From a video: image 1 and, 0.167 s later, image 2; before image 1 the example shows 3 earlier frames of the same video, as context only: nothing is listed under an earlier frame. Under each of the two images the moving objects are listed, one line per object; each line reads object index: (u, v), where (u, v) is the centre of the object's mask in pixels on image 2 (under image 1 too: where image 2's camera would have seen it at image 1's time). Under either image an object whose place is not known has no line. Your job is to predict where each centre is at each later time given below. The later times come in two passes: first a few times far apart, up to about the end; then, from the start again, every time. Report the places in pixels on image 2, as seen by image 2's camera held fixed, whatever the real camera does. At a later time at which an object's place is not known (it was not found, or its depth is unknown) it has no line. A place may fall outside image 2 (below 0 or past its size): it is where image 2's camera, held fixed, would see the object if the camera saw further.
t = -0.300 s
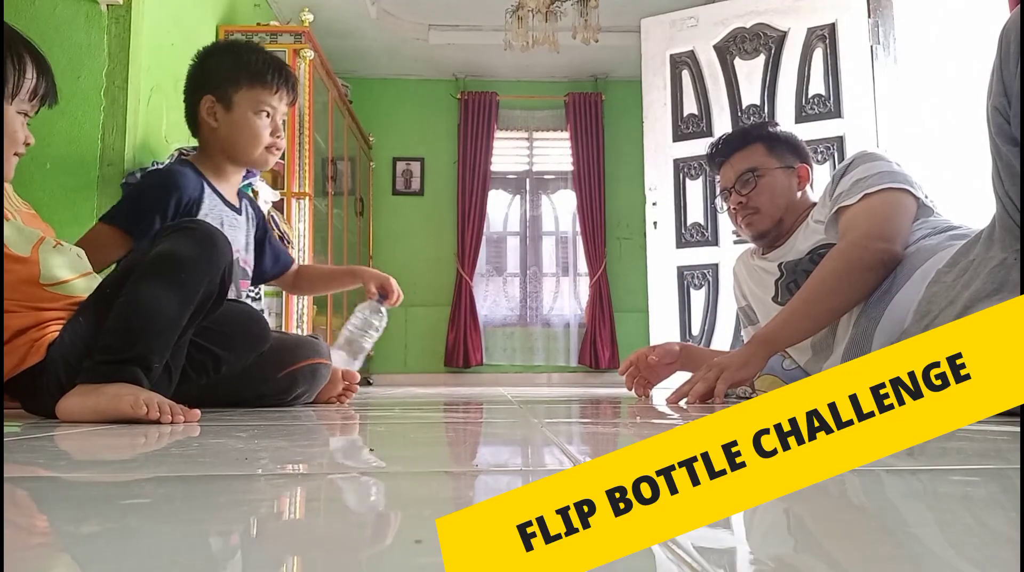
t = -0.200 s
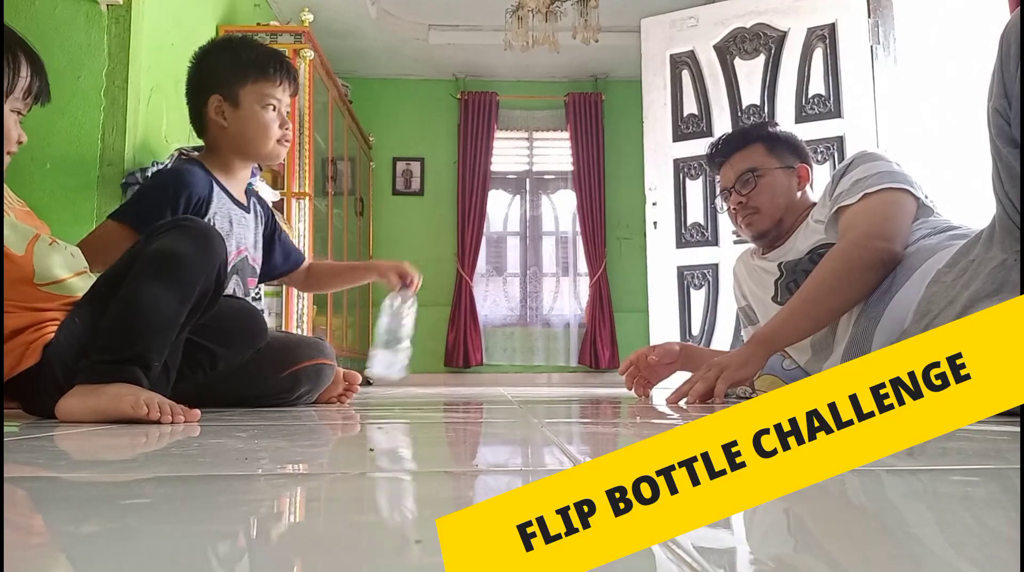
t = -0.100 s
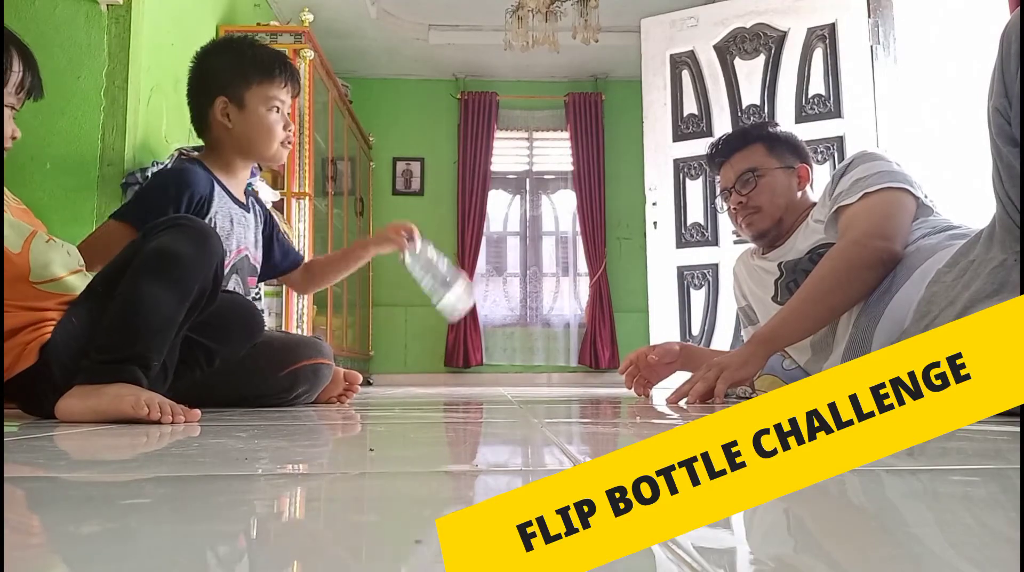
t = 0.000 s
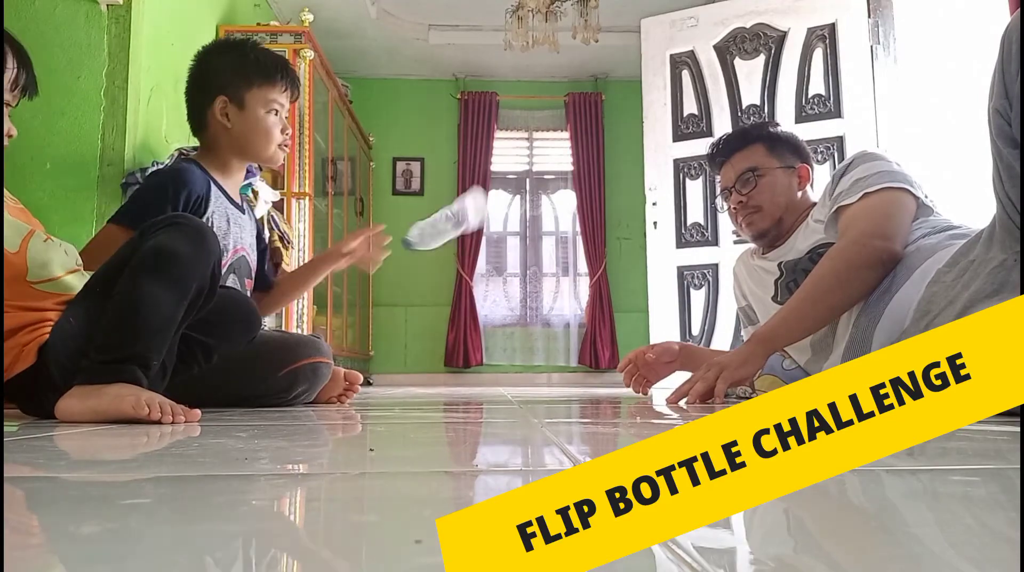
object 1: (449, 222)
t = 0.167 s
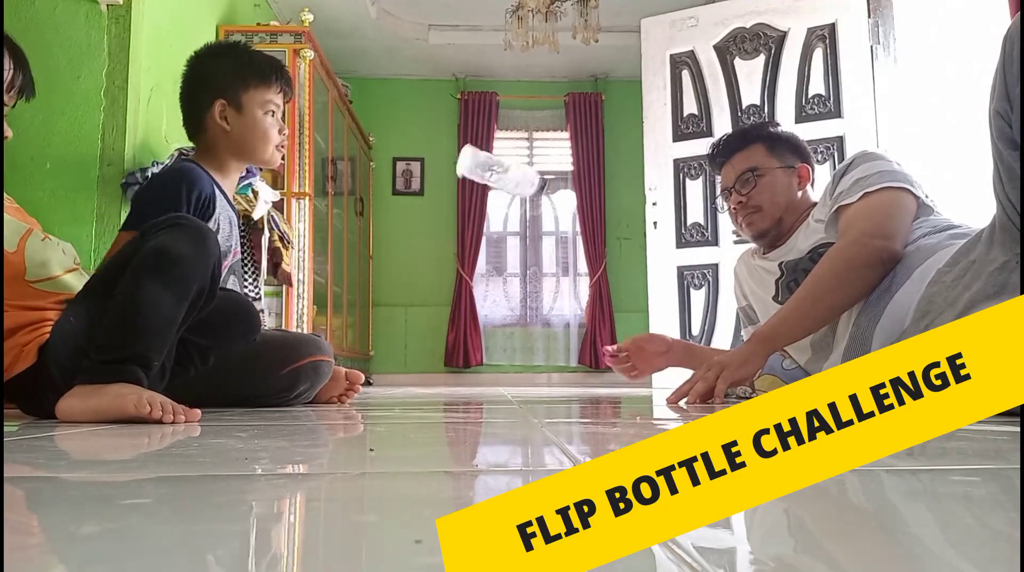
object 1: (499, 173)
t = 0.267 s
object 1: (497, 192)
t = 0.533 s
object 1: (492, 357)
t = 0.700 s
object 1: (474, 381)
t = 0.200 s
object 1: (500, 173)
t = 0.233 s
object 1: (499, 178)
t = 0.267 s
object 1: (497, 192)
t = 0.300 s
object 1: (496, 210)
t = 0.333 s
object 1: (497, 235)
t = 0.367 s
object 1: (499, 259)
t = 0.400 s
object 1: (498, 299)
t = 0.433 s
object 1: (499, 337)
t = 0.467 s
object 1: (498, 354)
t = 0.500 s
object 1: (495, 356)
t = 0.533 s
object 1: (492, 357)
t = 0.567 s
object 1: (490, 360)
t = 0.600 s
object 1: (486, 363)
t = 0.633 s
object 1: (481, 368)
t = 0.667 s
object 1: (477, 378)
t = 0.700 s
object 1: (474, 381)
